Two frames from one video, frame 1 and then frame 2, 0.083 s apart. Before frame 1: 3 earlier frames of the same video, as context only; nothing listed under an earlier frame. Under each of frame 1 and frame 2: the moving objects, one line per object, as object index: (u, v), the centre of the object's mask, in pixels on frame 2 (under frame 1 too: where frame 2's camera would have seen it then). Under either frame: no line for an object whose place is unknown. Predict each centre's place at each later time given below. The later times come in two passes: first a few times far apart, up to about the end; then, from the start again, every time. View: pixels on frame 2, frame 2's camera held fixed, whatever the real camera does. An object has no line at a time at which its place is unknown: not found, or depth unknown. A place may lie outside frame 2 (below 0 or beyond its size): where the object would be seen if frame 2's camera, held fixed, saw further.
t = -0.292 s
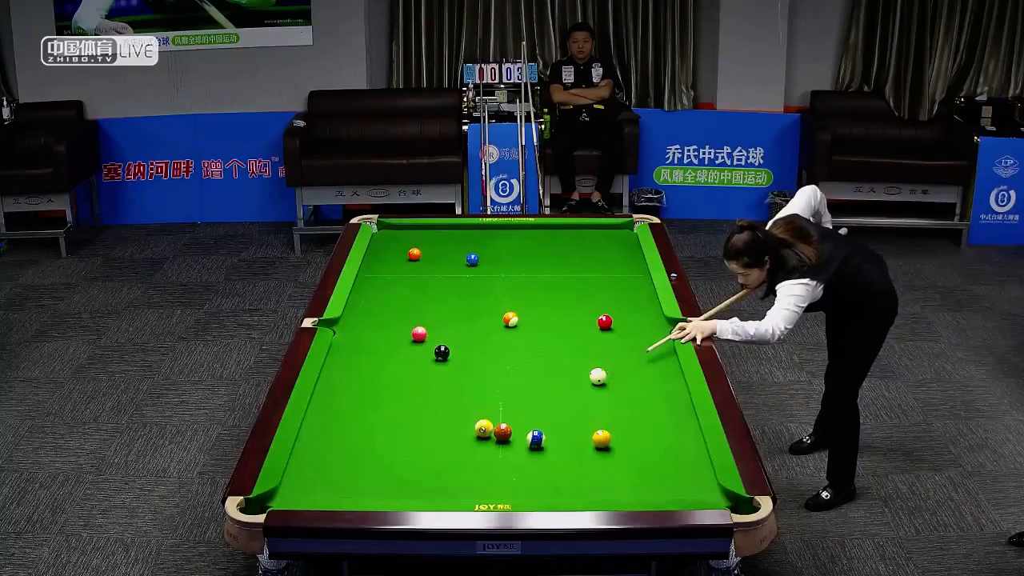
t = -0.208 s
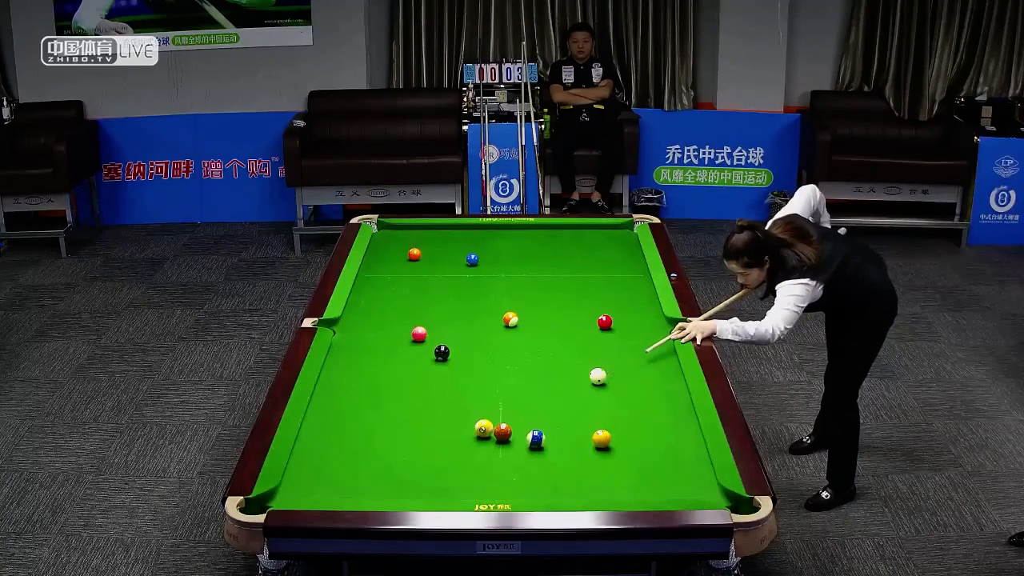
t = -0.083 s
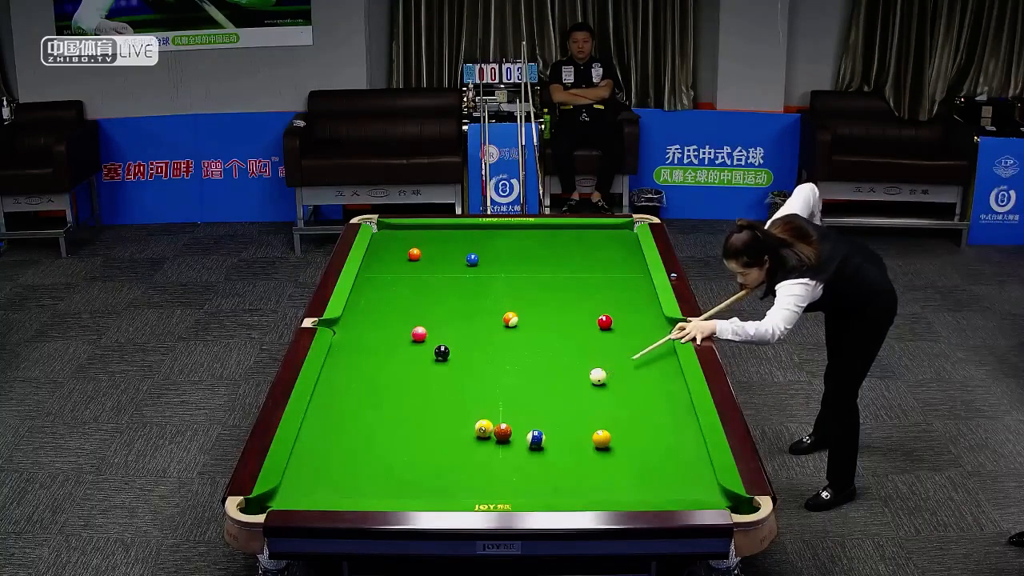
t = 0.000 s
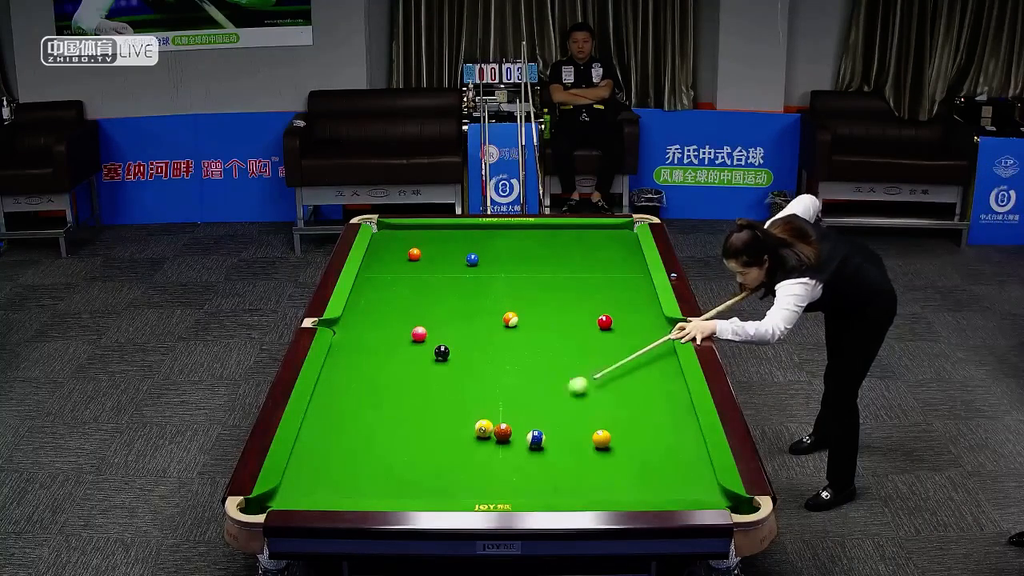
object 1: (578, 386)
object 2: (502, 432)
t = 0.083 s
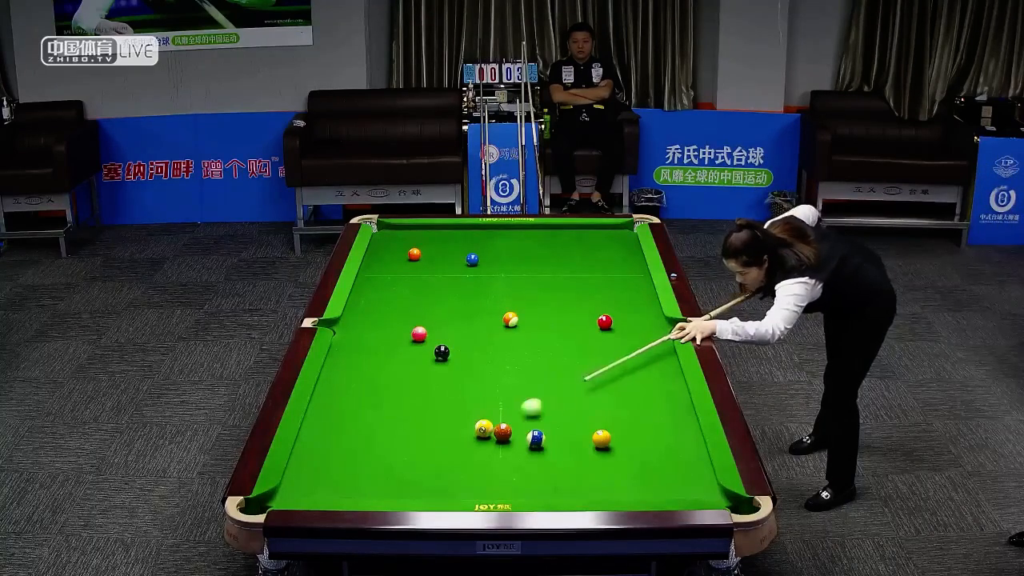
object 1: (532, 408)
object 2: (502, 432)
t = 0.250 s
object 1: (503, 422)
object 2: (503, 436)
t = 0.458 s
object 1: (503, 426)
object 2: (504, 444)
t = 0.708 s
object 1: (503, 429)
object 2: (506, 453)
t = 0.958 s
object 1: (504, 431)
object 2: (507, 462)
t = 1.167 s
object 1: (504, 432)
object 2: (508, 468)
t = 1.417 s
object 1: (504, 432)
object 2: (509, 474)
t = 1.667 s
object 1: (504, 432)
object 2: (511, 481)
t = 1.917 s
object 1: (504, 432)
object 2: (512, 485)
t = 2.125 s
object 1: (504, 432)
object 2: (512, 488)
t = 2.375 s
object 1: (504, 432)
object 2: (512, 490)
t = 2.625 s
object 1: (504, 432)
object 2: (512, 493)
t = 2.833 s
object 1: (504, 432)
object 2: (512, 493)
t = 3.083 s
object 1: (504, 432)
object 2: (512, 493)
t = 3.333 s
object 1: (504, 432)
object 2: (512, 494)
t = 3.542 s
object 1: (504, 432)
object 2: (512, 494)
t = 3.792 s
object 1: (504, 432)
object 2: (512, 494)
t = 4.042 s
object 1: (504, 432)
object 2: (512, 494)
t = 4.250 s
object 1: (504, 432)
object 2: (512, 494)
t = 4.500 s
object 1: (504, 432)
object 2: (512, 494)
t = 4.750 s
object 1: (504, 432)
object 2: (512, 494)
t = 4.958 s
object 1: (504, 432)
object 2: (512, 494)
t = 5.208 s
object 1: (504, 432)
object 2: (512, 494)
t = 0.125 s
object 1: (509, 417)
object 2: (502, 432)
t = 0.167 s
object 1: (500, 421)
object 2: (502, 434)
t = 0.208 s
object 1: (501, 421)
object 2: (503, 432)
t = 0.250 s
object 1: (503, 422)
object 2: (503, 436)
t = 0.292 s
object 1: (503, 422)
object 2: (503, 437)
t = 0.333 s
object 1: (503, 423)
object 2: (503, 439)
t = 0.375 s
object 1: (503, 424)
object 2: (504, 440)
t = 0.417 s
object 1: (503, 425)
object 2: (504, 442)
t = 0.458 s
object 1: (503, 426)
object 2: (504, 444)
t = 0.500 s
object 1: (503, 427)
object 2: (505, 445)
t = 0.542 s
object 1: (503, 428)
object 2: (505, 447)
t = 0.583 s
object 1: (503, 428)
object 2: (505, 448)
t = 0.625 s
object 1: (503, 428)
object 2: (505, 450)
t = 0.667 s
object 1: (504, 428)
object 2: (506, 451)
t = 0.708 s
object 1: (503, 429)
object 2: (506, 453)
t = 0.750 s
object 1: (504, 429)
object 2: (506, 454)
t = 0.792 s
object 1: (503, 430)
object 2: (506, 455)
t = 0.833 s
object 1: (504, 430)
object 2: (506, 456)
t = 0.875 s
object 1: (504, 430)
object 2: (507, 458)
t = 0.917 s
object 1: (504, 430)
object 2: (507, 459)
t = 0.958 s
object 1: (504, 431)
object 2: (507, 462)
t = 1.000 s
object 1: (504, 431)
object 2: (507, 463)
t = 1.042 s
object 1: (504, 431)
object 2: (507, 464)
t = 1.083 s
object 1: (504, 431)
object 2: (507, 466)
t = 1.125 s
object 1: (504, 431)
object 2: (507, 467)
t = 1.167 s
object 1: (504, 432)
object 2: (508, 468)
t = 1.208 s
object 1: (504, 432)
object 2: (508, 469)
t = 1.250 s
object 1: (504, 432)
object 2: (508, 470)
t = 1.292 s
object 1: (504, 432)
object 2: (509, 471)
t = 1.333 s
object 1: (504, 432)
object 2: (509, 472)
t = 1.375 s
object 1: (504, 432)
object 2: (509, 473)
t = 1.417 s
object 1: (504, 432)
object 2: (509, 474)
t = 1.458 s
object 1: (504, 432)
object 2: (509, 475)
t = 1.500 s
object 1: (504, 432)
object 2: (510, 477)
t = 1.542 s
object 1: (504, 432)
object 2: (510, 477)
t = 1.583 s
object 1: (504, 432)
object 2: (510, 478)
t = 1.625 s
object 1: (504, 432)
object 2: (510, 479)
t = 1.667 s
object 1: (504, 432)
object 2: (511, 481)
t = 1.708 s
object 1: (504, 432)
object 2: (511, 481)
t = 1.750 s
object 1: (504, 432)
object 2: (511, 483)
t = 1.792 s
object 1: (504, 432)
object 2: (511, 483)
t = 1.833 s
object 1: (504, 432)
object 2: (512, 484)
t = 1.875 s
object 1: (504, 432)
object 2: (512, 484)
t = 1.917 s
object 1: (504, 432)
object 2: (512, 485)
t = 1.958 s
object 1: (504, 432)
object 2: (512, 486)
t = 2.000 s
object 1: (504, 432)
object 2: (512, 487)
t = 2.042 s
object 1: (504, 432)
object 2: (512, 488)
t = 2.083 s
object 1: (504, 432)
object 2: (512, 488)
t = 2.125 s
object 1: (504, 432)
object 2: (512, 488)
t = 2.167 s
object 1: (504, 432)
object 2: (512, 489)
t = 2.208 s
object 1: (504, 432)
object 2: (512, 489)
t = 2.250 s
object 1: (504, 432)
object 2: (512, 490)
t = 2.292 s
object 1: (504, 432)
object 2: (512, 490)
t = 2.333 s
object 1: (504, 432)
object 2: (512, 490)
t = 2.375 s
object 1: (504, 432)
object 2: (512, 490)
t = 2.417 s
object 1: (504, 432)
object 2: (512, 491)
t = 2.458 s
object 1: (504, 432)
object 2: (512, 491)
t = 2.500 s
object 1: (504, 432)
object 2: (512, 491)
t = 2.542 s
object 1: (504, 432)
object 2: (512, 492)
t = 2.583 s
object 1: (504, 432)
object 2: (512, 492)
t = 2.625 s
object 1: (504, 432)
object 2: (512, 493)
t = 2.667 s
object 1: (504, 432)
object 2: (512, 493)
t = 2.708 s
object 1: (504, 432)
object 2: (512, 493)
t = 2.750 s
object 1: (504, 432)
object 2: (512, 493)
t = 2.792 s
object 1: (504, 432)
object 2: (512, 493)
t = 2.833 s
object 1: (504, 432)
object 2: (512, 493)
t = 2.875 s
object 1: (504, 432)
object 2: (512, 493)
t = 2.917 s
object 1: (504, 432)
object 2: (512, 493)
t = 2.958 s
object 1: (504, 432)
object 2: (512, 493)
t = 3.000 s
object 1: (504, 432)
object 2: (512, 493)
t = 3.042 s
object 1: (504, 432)
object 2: (512, 493)
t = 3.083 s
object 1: (504, 432)
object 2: (512, 493)
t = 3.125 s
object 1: (504, 432)
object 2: (512, 493)
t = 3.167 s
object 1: (504, 432)
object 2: (512, 493)
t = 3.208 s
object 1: (504, 432)
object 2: (512, 493)
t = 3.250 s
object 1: (504, 432)
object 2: (512, 494)
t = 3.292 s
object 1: (504, 432)
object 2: (512, 494)
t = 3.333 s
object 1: (504, 432)
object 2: (512, 494)
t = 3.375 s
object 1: (504, 432)
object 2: (512, 494)
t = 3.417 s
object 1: (504, 432)
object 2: (512, 494)
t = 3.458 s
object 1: (504, 432)
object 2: (512, 494)
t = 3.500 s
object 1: (504, 432)
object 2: (512, 494)
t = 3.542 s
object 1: (504, 432)
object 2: (512, 494)
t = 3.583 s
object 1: (504, 432)
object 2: (512, 494)
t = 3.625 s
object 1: (504, 432)
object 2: (512, 494)
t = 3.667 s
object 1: (504, 432)
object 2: (512, 494)
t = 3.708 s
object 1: (504, 432)
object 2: (512, 494)
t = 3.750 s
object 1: (504, 432)
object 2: (512, 494)
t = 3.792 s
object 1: (504, 432)
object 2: (512, 494)
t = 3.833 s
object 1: (504, 432)
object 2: (512, 494)
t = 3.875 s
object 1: (504, 432)
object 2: (512, 494)
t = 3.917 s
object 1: (504, 432)
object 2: (512, 494)
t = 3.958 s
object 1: (504, 432)
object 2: (512, 494)
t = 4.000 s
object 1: (504, 432)
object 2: (512, 494)
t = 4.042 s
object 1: (504, 432)
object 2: (512, 494)
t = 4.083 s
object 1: (504, 432)
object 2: (512, 494)
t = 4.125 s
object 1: (504, 432)
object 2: (512, 494)
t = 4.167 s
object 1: (504, 432)
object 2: (512, 494)
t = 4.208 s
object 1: (504, 432)
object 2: (512, 494)
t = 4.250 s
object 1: (504, 432)
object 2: (512, 494)
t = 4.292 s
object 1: (504, 432)
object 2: (512, 494)
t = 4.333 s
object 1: (504, 432)
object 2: (512, 494)
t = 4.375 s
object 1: (504, 432)
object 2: (512, 494)
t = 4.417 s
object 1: (504, 432)
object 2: (512, 494)
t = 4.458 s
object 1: (504, 432)
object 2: (512, 494)
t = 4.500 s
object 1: (504, 432)
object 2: (512, 494)
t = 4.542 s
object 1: (504, 432)
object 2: (512, 494)
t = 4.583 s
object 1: (504, 432)
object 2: (512, 494)
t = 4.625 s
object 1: (504, 432)
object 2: (512, 494)
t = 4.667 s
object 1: (504, 432)
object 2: (512, 494)
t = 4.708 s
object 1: (504, 432)
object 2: (512, 494)
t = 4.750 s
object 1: (504, 432)
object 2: (512, 494)
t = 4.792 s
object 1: (504, 432)
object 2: (512, 494)
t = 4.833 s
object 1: (504, 432)
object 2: (512, 494)
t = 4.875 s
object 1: (504, 432)
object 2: (512, 494)
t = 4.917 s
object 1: (504, 432)
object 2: (512, 494)
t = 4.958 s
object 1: (504, 432)
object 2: (512, 494)
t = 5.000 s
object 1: (504, 432)
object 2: (512, 494)
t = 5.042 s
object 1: (504, 432)
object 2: (512, 494)
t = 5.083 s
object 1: (504, 432)
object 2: (512, 494)
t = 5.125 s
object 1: (504, 432)
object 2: (512, 494)
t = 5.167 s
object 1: (504, 432)
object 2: (512, 494)
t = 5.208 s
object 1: (504, 432)
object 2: (512, 494)
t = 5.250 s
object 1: (504, 432)
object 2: (510, 494)
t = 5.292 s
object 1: (504, 432)
